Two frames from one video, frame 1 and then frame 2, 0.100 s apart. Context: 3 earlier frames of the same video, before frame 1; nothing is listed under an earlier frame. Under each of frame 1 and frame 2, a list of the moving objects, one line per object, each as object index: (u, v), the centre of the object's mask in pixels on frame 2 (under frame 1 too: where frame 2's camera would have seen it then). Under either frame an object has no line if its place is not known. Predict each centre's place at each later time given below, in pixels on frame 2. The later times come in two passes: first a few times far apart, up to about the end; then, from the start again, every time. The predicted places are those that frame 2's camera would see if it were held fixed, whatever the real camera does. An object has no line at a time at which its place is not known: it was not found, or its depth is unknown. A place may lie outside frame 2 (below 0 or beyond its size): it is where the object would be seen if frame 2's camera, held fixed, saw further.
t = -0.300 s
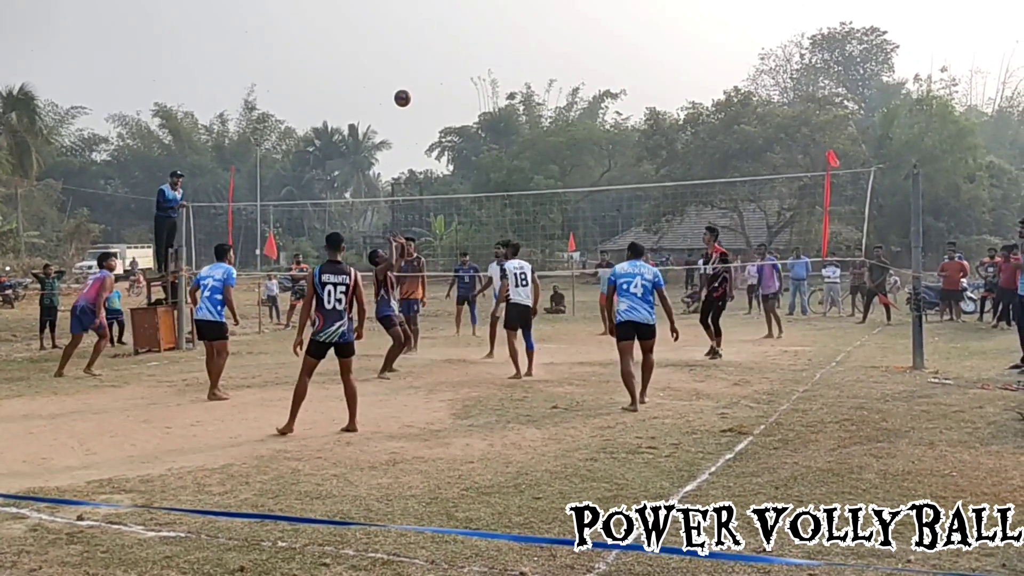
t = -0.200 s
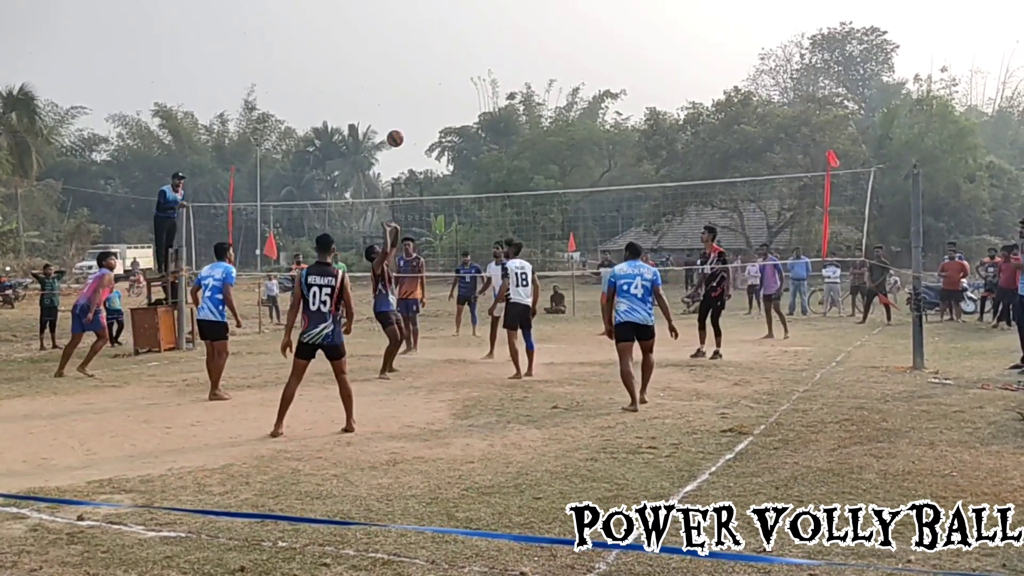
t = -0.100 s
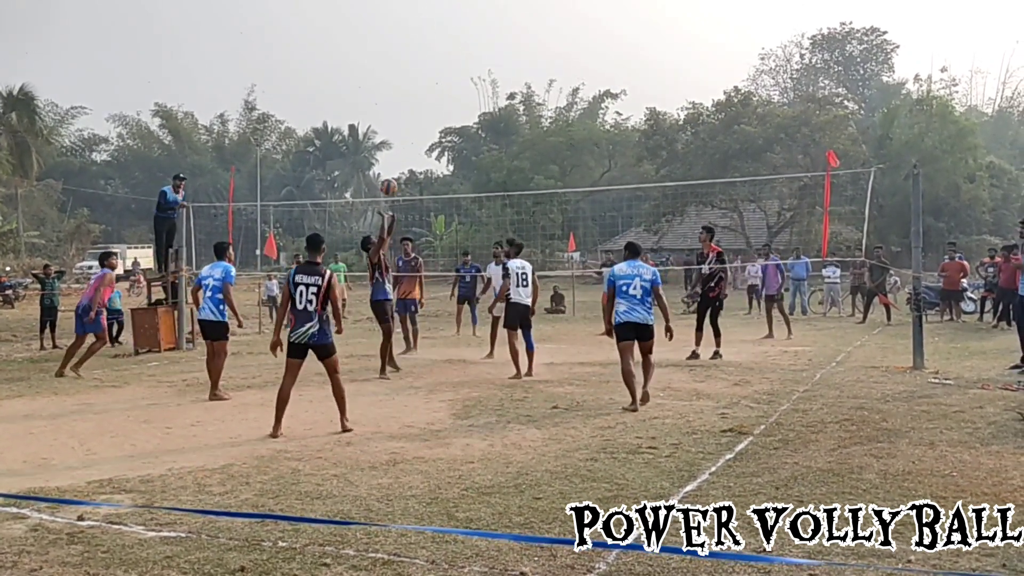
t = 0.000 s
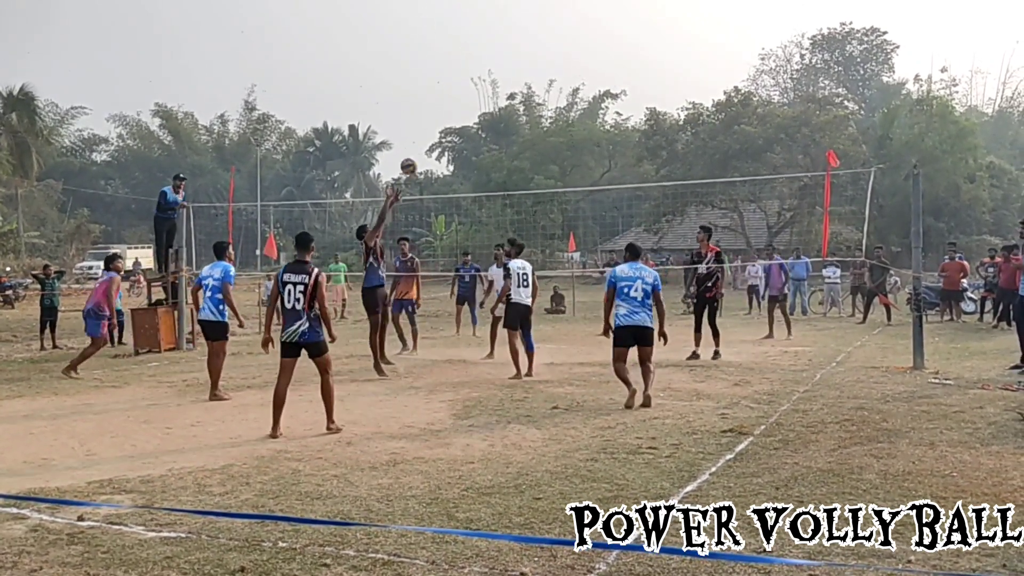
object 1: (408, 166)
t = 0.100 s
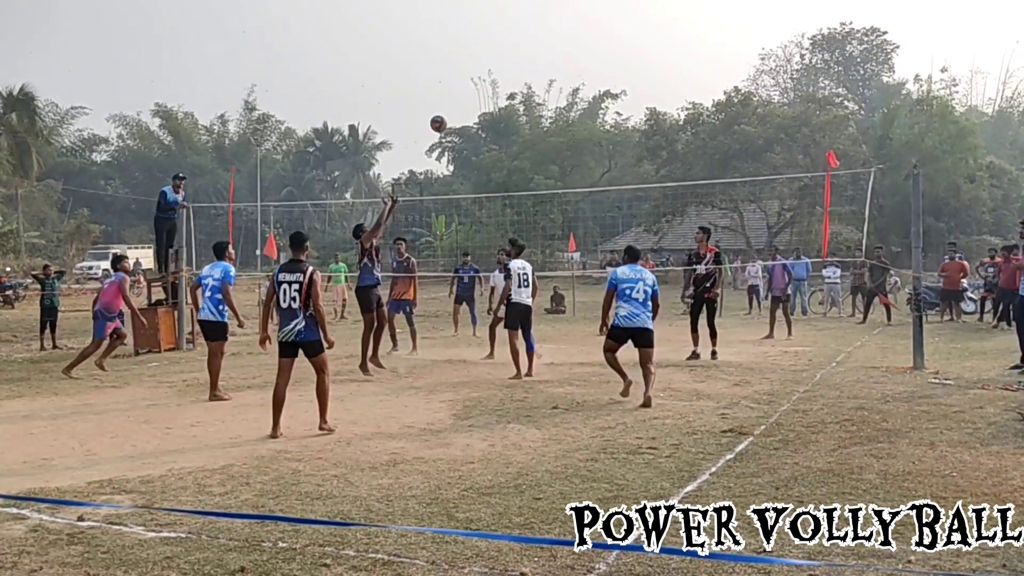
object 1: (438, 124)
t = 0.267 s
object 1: (488, 71)
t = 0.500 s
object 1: (556, 33)
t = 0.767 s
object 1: (631, 41)
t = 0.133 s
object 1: (448, 111)
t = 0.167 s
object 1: (458, 100)
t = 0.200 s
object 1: (468, 89)
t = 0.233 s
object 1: (478, 80)
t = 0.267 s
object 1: (488, 71)
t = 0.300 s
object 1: (497, 63)
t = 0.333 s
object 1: (507, 56)
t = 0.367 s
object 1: (517, 49)
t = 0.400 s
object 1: (527, 44)
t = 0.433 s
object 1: (536, 39)
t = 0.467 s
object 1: (546, 36)
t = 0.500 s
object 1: (556, 33)
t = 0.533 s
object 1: (565, 31)
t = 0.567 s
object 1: (575, 30)
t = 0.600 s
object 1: (584, 30)
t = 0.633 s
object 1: (594, 30)
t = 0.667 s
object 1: (603, 32)
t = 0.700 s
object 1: (612, 34)
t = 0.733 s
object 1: (621, 37)
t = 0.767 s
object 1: (631, 41)
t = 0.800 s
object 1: (640, 46)
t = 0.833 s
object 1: (649, 51)
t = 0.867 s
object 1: (658, 58)
